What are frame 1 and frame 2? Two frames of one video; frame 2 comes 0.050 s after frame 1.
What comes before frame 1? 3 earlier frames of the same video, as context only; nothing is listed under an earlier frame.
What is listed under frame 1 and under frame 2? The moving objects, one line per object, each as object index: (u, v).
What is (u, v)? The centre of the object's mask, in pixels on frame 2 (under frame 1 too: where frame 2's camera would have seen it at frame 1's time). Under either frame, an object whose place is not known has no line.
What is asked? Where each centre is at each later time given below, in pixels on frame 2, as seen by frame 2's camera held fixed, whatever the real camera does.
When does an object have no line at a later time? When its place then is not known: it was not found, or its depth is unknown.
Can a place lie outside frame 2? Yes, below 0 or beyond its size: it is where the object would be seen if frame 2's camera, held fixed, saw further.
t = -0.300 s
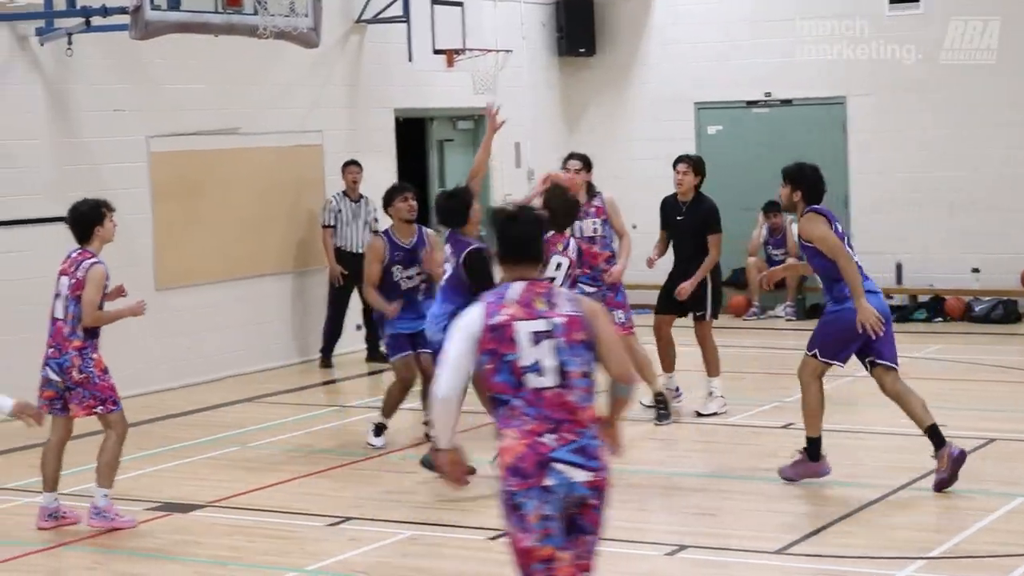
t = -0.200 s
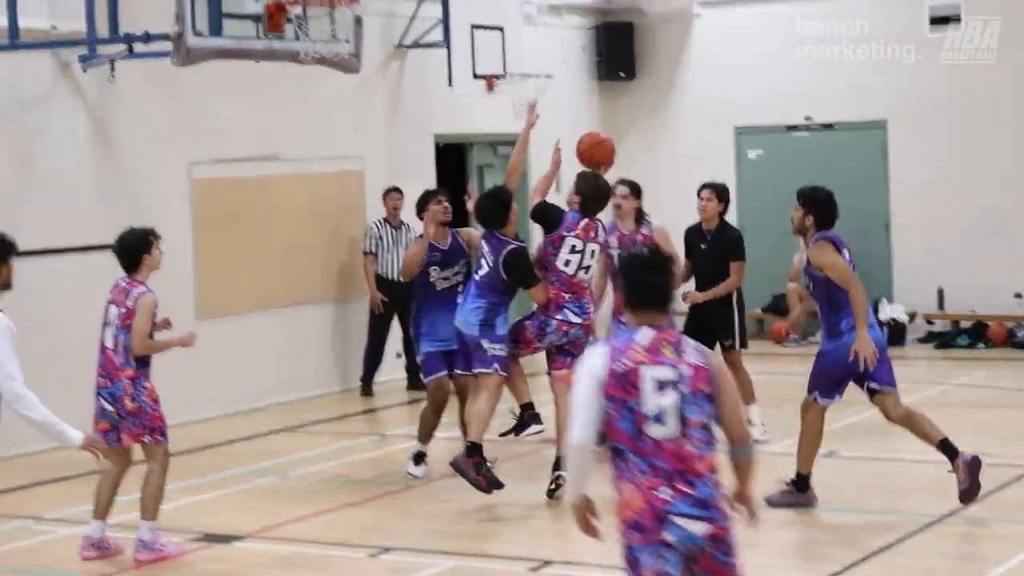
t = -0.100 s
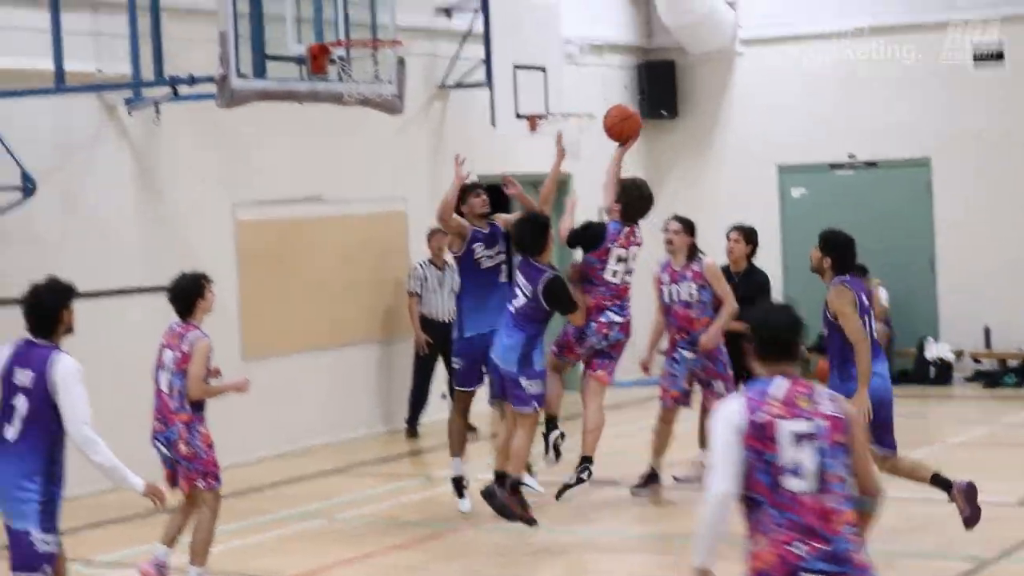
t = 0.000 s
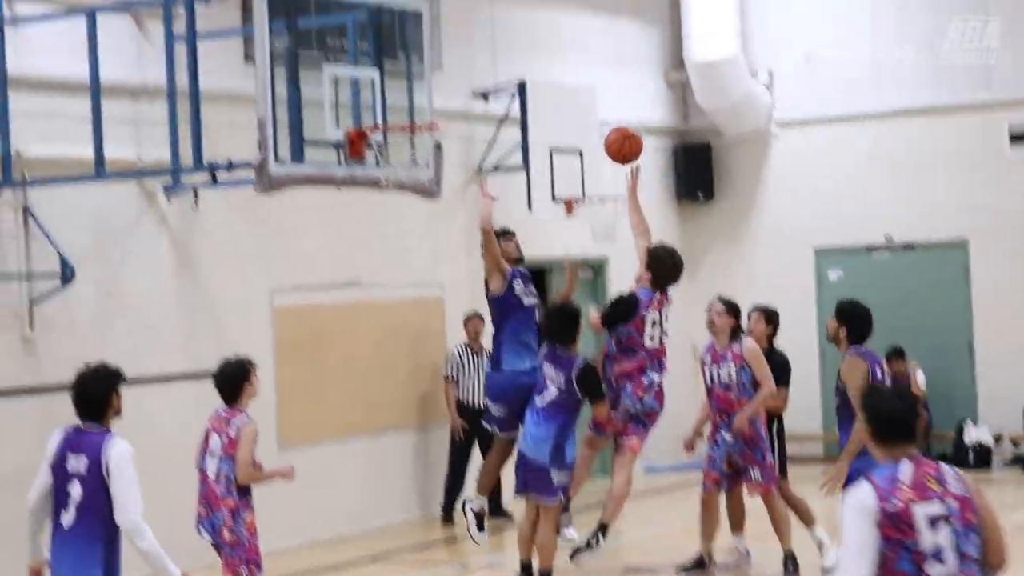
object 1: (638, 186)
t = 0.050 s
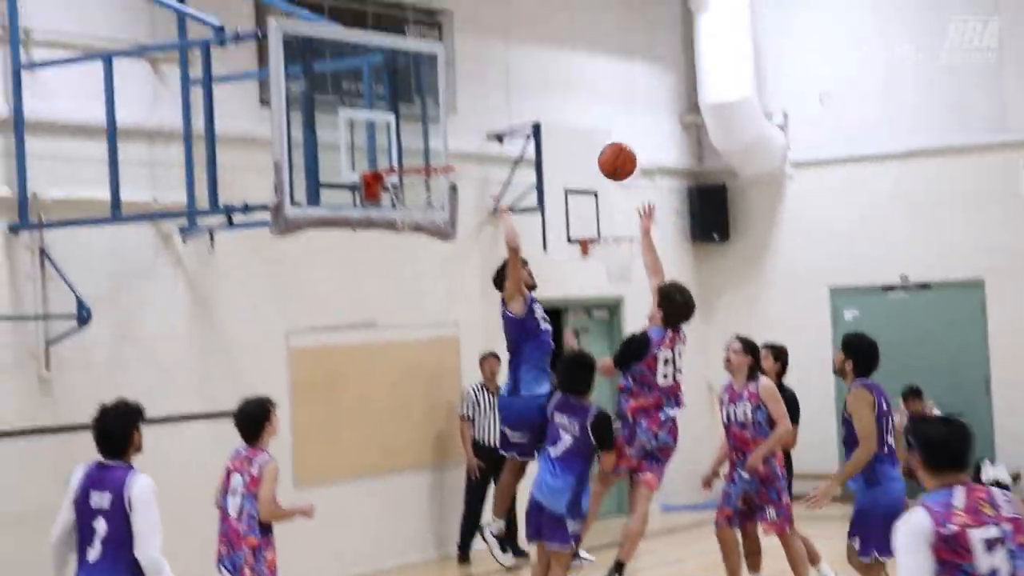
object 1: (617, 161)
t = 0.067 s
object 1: (610, 154)
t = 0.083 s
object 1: (603, 147)
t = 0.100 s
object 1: (597, 141)
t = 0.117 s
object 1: (590, 135)
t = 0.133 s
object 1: (584, 129)
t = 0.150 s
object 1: (577, 125)
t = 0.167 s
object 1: (571, 120)
